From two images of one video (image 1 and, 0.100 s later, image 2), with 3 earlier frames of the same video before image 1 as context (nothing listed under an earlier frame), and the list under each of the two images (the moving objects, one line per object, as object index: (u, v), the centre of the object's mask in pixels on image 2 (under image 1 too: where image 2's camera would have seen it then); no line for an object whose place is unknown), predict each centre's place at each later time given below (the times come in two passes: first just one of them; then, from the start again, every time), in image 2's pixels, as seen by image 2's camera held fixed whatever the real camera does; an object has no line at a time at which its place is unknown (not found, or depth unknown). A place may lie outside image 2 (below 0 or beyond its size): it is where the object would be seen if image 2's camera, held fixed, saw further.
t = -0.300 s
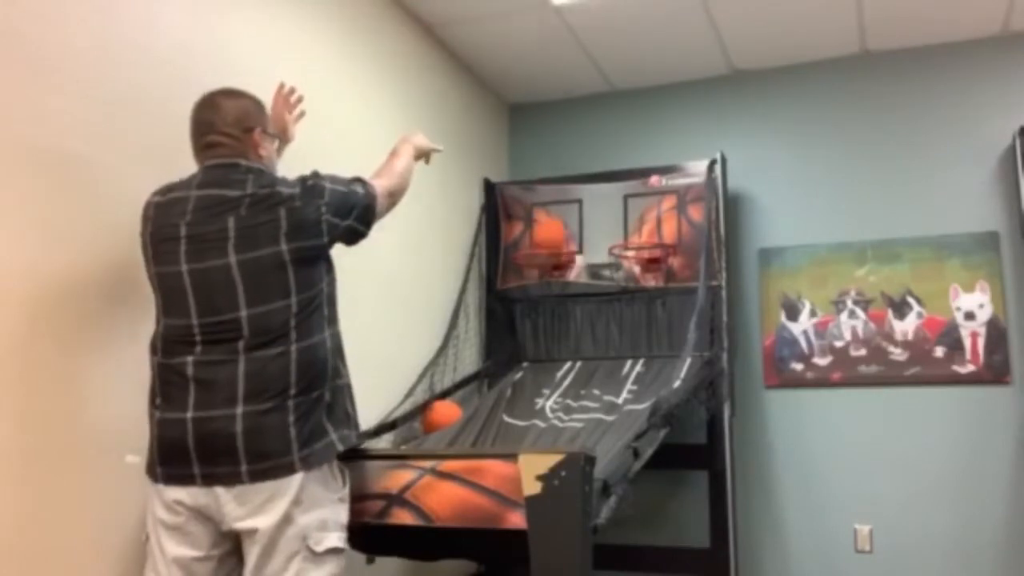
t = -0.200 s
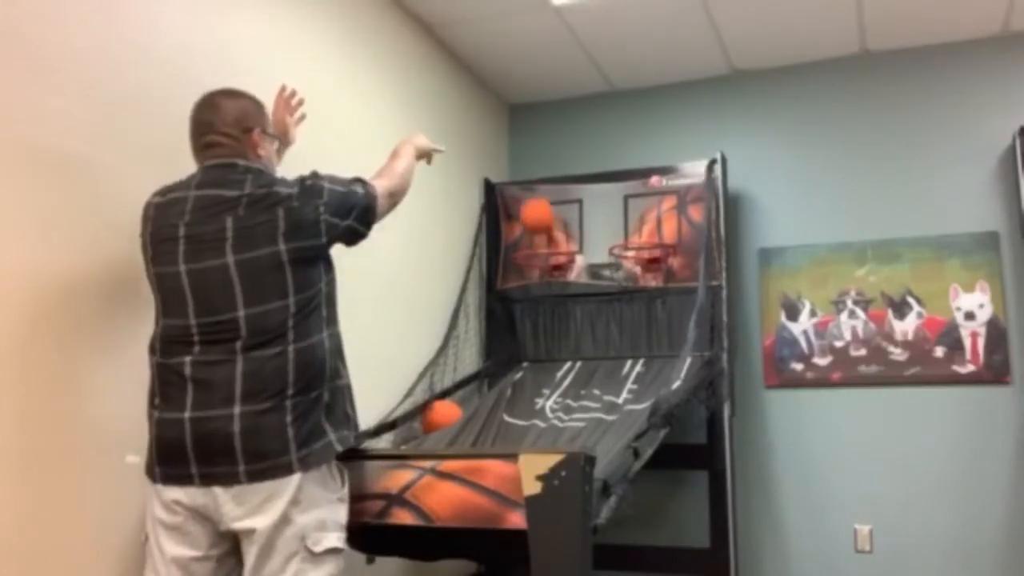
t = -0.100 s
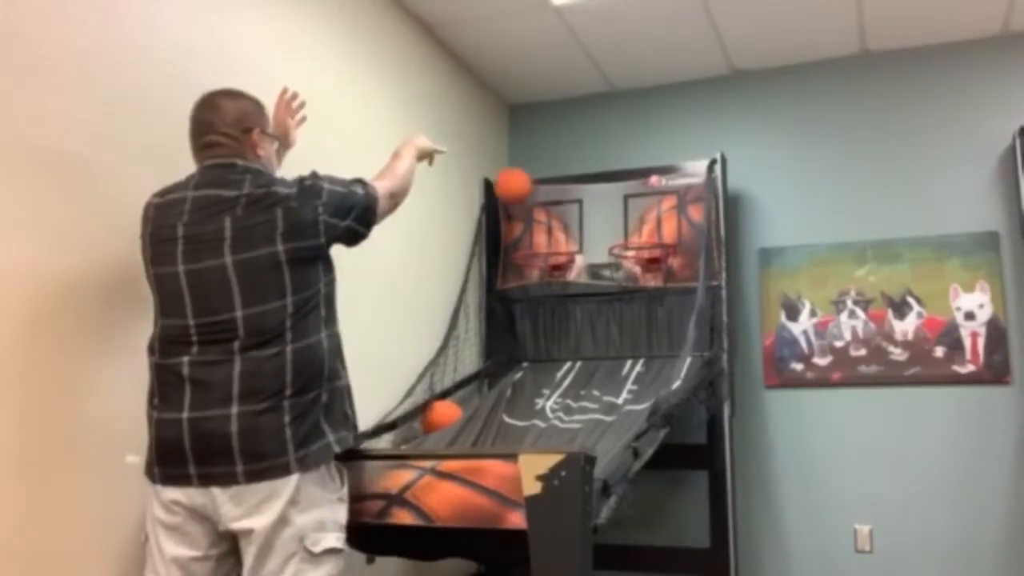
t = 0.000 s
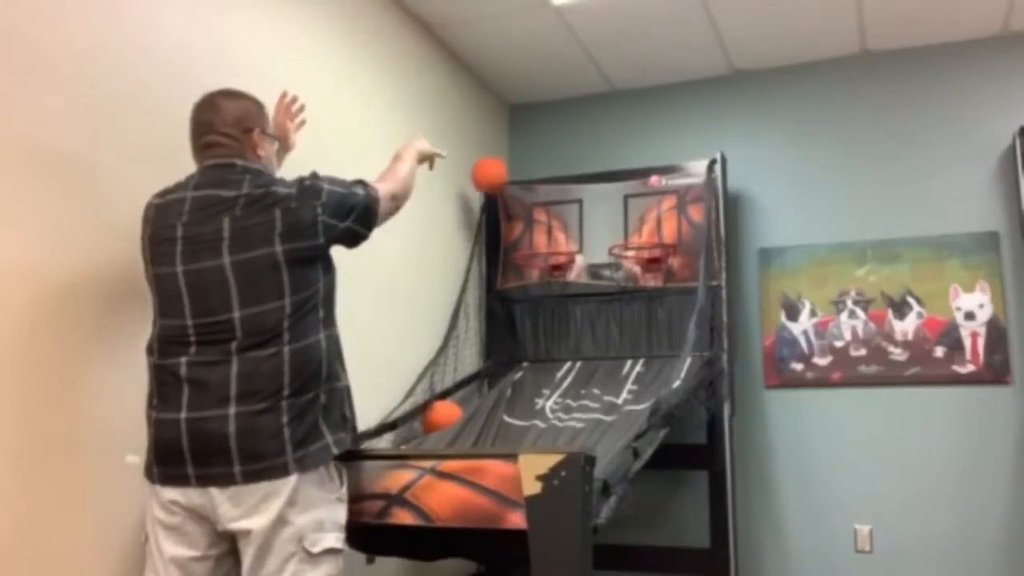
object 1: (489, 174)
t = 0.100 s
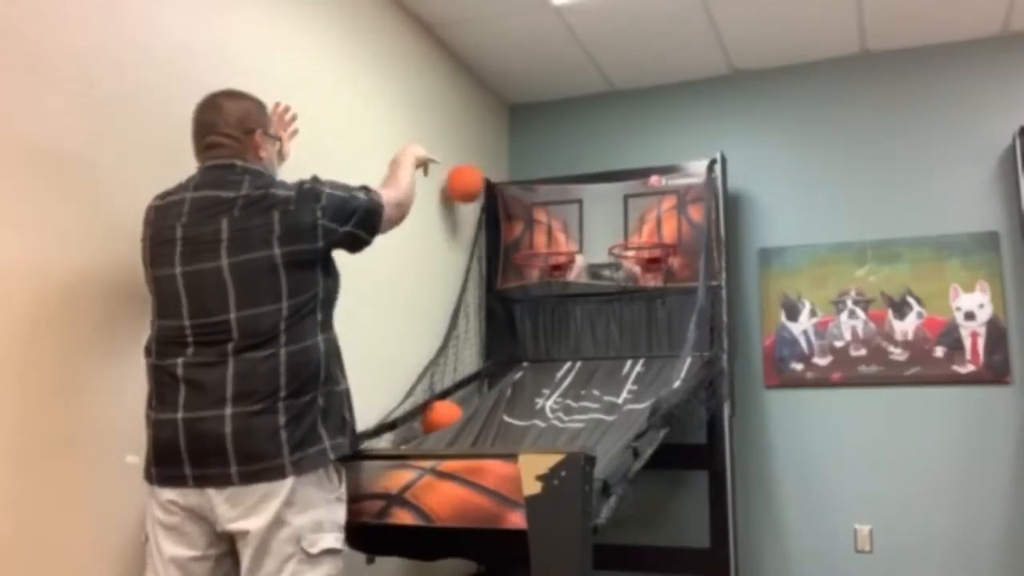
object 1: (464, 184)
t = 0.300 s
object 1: (457, 235)
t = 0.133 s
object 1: (455, 192)
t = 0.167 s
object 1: (452, 198)
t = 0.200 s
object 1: (452, 204)
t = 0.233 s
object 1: (454, 211)
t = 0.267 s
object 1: (455, 222)
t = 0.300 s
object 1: (457, 235)
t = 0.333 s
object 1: (458, 250)
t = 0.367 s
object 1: (459, 269)
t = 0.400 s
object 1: (461, 291)
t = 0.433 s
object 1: (461, 316)
